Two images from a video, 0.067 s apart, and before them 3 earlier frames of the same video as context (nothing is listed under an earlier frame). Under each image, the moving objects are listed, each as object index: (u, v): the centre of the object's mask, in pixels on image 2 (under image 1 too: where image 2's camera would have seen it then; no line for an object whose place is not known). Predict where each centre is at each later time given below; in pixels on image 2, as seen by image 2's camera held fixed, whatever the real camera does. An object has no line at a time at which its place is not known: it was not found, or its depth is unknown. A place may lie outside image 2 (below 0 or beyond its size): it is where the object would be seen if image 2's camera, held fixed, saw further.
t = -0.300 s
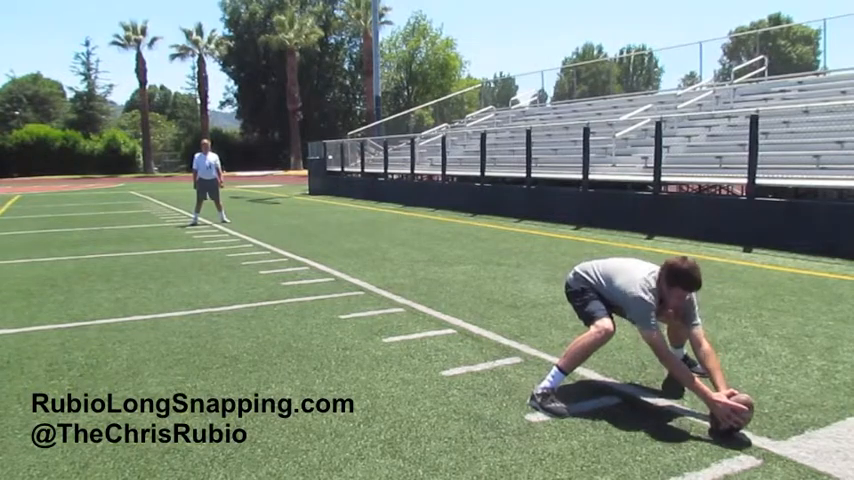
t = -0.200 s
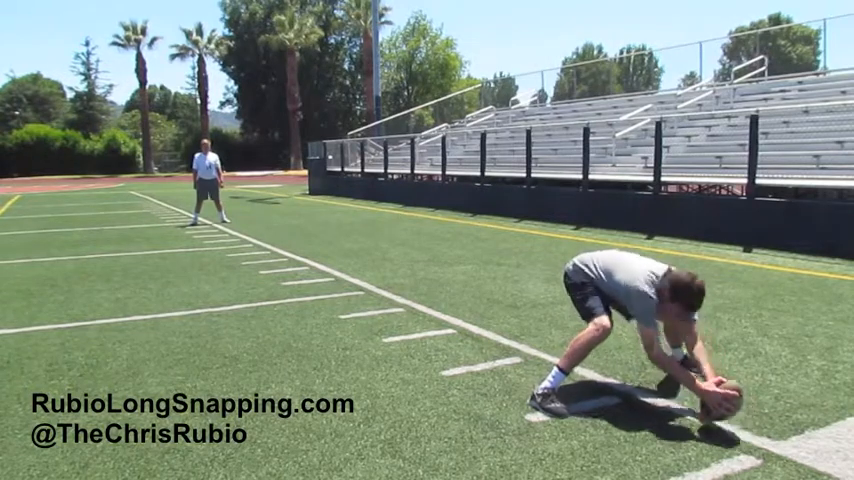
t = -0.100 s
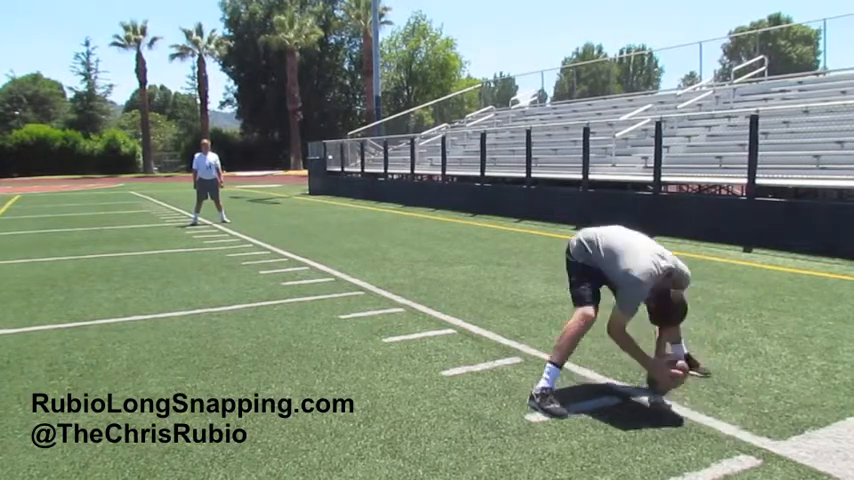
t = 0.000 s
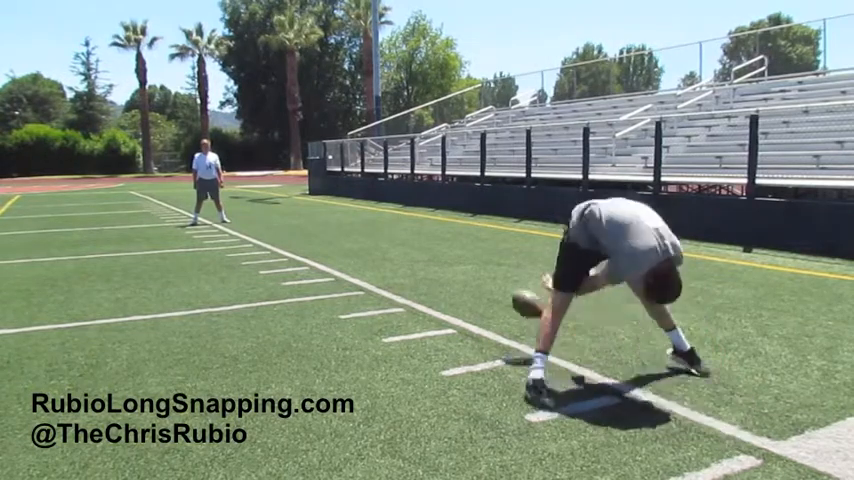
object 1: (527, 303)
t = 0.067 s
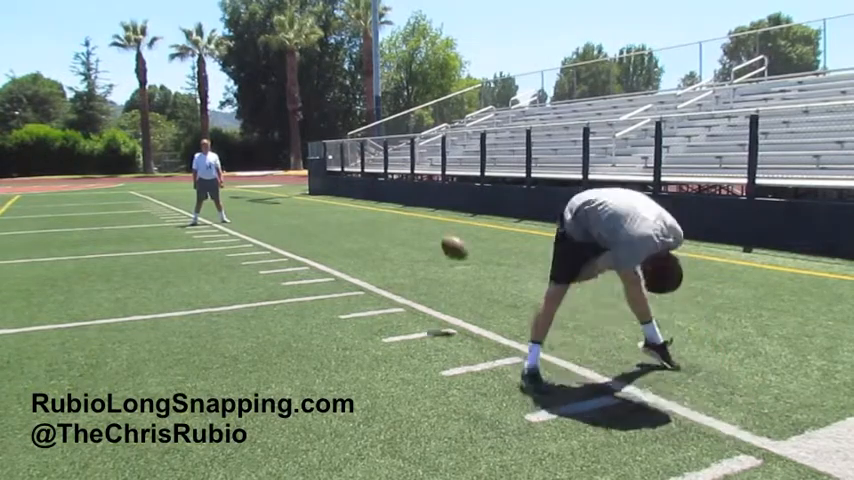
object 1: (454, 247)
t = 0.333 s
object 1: (300, 159)
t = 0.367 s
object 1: (289, 156)
